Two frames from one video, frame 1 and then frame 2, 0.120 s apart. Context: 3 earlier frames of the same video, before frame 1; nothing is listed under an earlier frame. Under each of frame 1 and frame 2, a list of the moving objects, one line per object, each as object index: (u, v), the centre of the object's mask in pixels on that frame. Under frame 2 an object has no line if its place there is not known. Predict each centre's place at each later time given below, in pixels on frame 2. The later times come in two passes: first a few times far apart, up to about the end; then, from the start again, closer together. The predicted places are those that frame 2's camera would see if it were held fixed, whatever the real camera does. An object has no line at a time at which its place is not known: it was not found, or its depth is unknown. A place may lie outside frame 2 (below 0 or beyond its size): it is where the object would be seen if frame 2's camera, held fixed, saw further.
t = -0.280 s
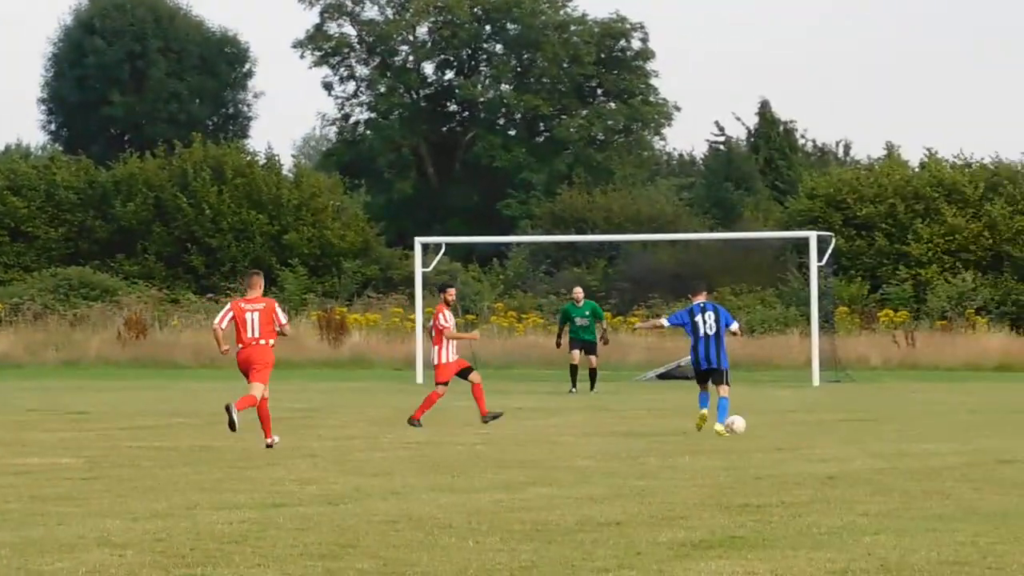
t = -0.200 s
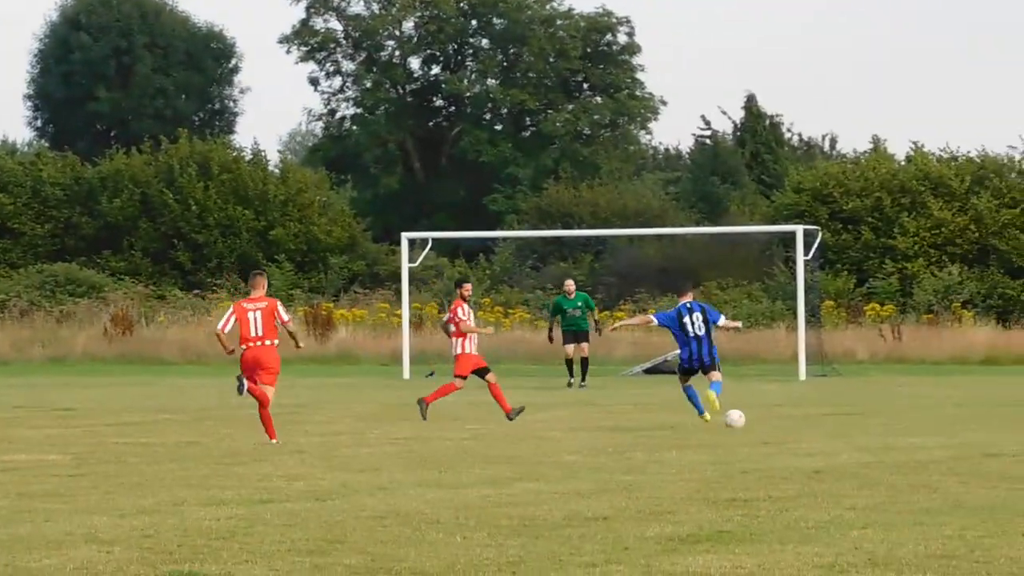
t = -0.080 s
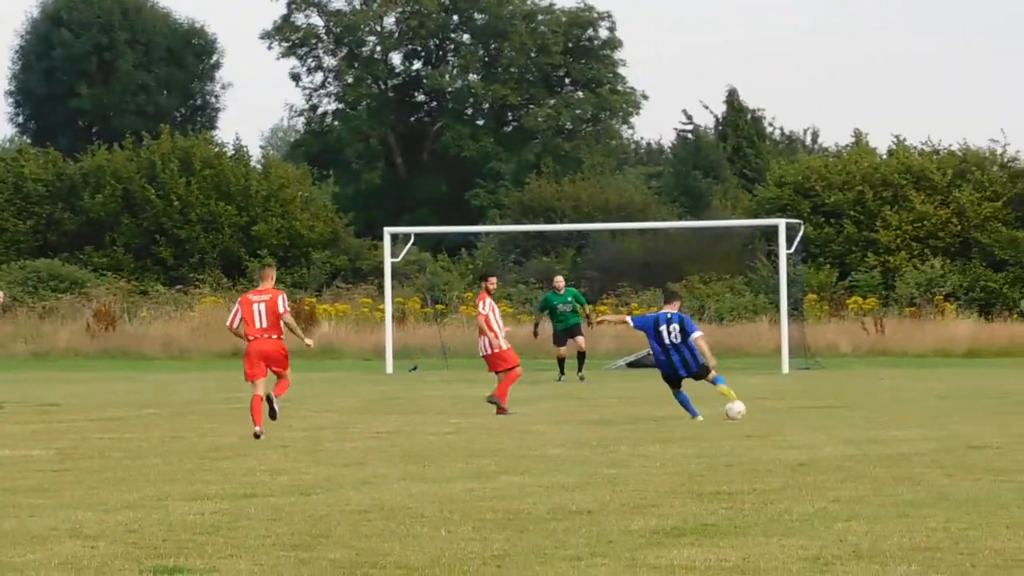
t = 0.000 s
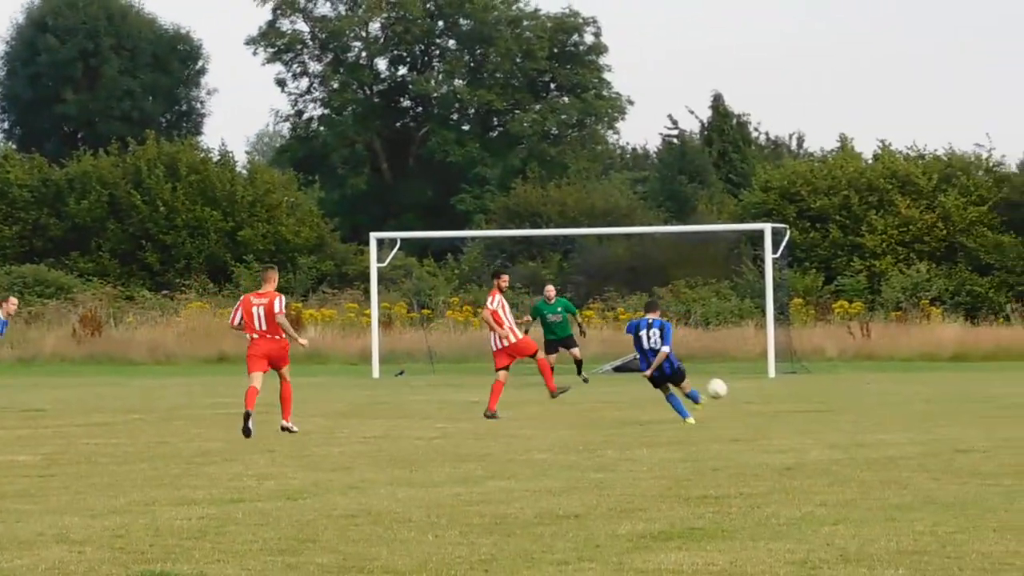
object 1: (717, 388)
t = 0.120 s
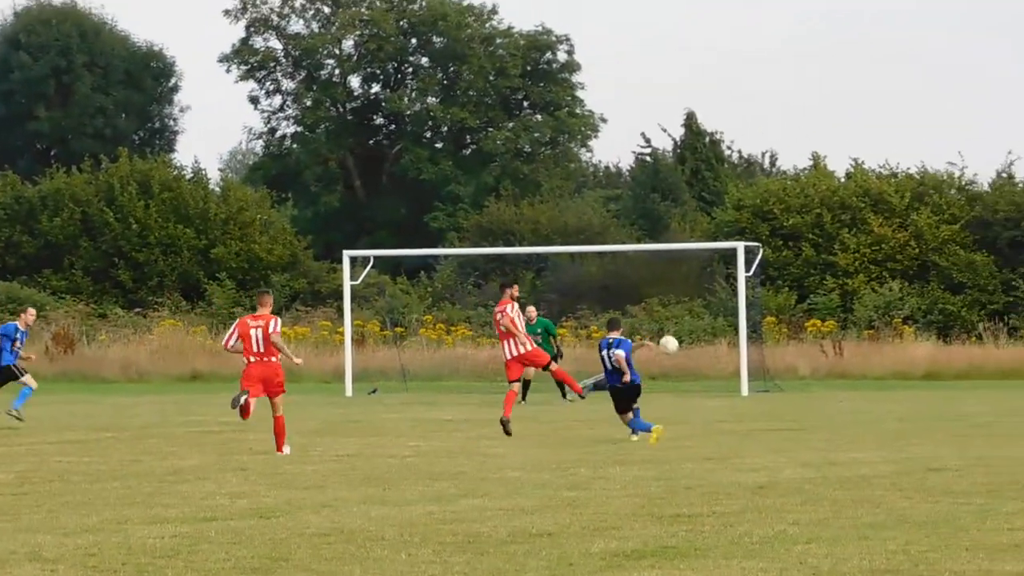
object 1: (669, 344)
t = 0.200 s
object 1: (662, 311)
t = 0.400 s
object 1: (660, 246)
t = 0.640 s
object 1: (678, 199)
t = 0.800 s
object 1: (697, 185)
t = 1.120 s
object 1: (739, 182)
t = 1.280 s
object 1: (758, 193)
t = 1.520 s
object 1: (786, 220)
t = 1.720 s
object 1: (805, 254)
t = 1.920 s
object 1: (823, 295)
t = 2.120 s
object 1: (838, 344)
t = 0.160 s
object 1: (665, 327)
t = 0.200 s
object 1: (662, 311)
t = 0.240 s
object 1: (660, 295)
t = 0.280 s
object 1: (659, 281)
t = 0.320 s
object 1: (658, 268)
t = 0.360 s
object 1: (659, 257)
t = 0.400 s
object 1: (660, 246)
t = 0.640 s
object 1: (678, 199)
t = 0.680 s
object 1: (683, 195)
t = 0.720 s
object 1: (687, 191)
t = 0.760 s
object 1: (692, 188)
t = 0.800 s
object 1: (697, 185)
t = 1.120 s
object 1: (739, 182)
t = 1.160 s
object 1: (744, 184)
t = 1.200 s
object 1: (749, 187)
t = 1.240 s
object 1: (754, 189)
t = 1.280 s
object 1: (758, 193)
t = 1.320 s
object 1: (763, 196)
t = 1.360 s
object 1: (768, 200)
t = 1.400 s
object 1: (772, 204)
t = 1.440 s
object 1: (777, 210)
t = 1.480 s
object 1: (781, 215)
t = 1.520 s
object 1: (786, 220)
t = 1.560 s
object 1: (790, 226)
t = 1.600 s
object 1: (794, 233)
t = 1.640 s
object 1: (798, 239)
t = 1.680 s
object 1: (801, 246)
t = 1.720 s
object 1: (805, 254)
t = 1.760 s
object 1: (809, 261)
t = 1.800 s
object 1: (813, 269)
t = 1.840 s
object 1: (816, 278)
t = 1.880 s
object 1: (820, 287)
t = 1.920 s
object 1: (823, 295)
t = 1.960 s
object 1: (826, 305)
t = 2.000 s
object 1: (829, 314)
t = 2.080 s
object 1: (835, 335)
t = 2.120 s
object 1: (838, 344)
